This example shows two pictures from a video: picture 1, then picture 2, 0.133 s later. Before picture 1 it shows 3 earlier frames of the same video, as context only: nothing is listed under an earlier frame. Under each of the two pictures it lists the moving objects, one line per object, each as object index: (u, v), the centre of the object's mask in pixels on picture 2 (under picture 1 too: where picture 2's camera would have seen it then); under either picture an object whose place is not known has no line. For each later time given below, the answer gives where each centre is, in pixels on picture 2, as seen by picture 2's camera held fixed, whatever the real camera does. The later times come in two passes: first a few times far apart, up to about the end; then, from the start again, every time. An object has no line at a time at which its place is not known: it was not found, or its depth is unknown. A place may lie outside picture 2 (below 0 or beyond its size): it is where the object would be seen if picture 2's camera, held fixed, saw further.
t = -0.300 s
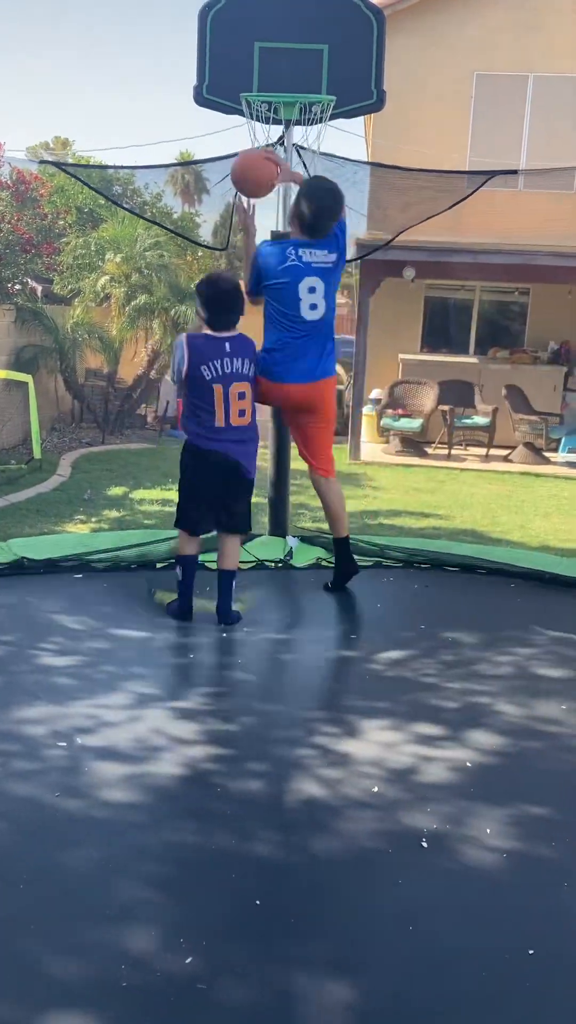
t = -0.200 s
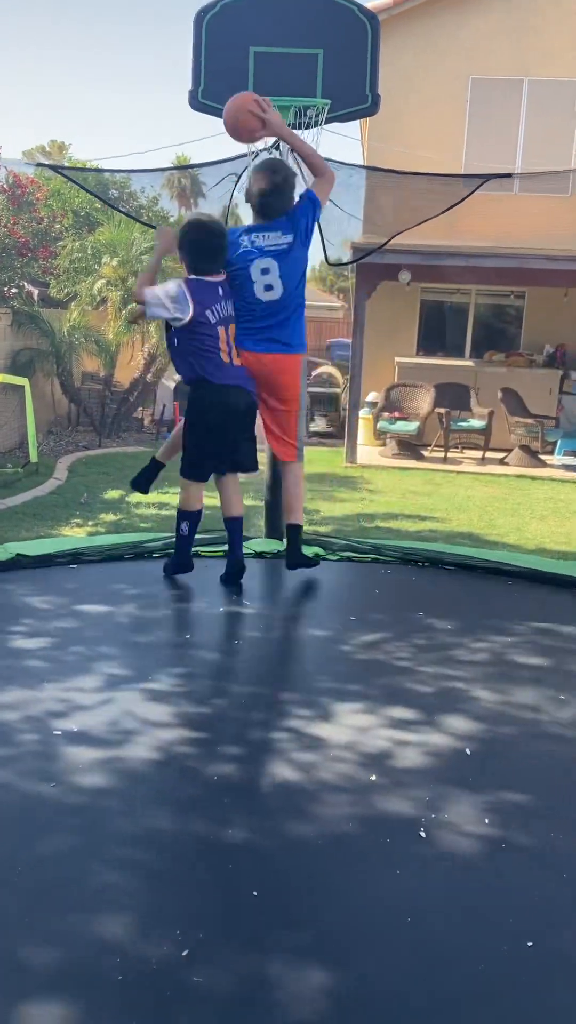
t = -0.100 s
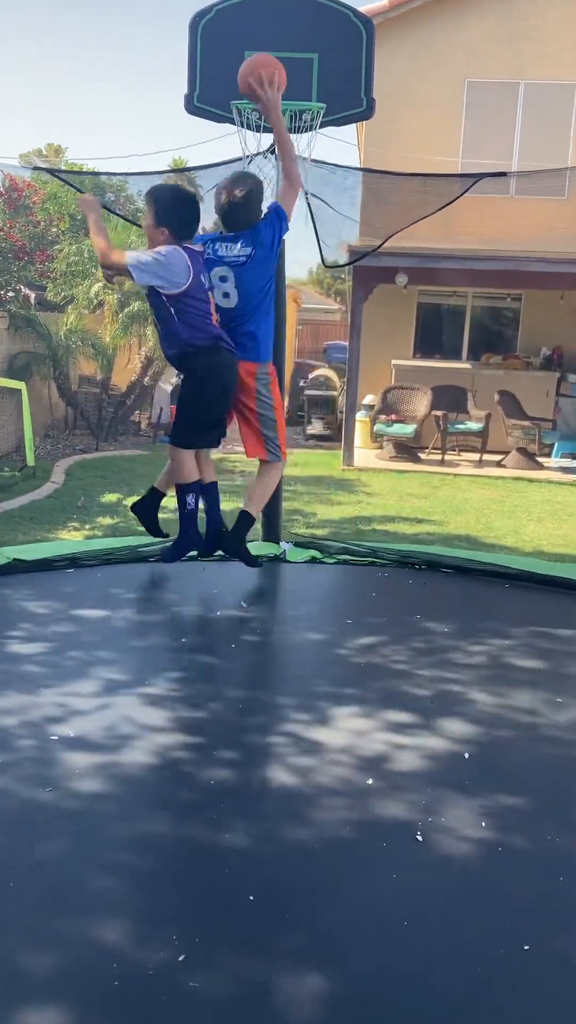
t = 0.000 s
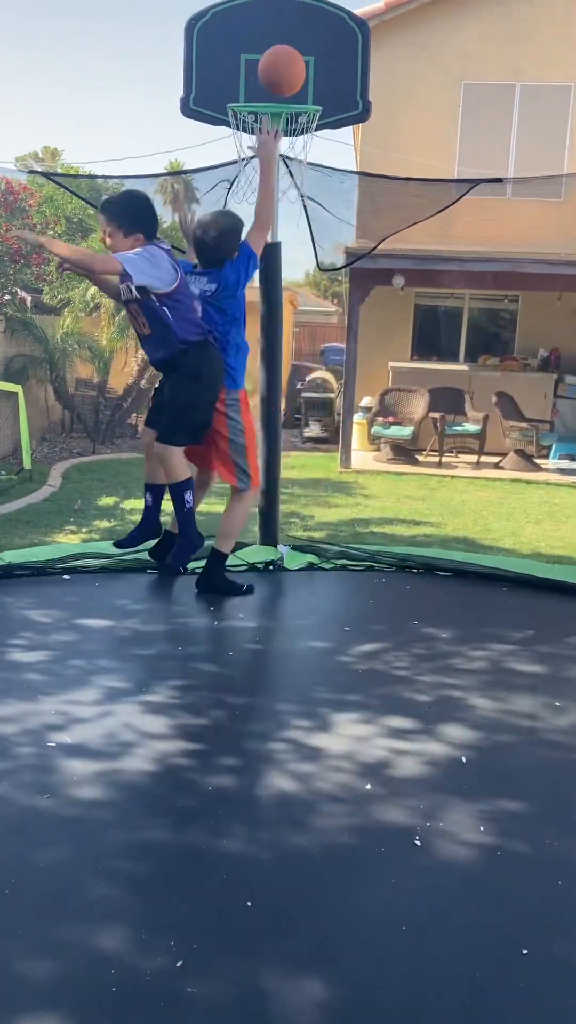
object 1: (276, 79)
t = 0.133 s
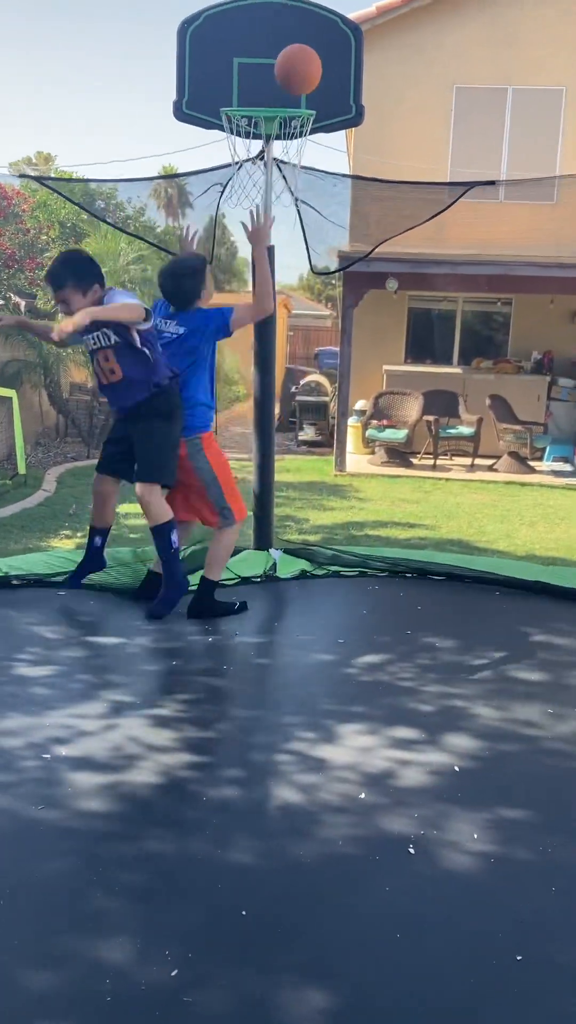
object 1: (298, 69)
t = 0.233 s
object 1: (315, 92)
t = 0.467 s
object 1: (375, 193)
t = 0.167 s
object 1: (304, 76)
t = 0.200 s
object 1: (309, 84)
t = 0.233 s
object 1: (315, 92)
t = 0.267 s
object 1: (322, 96)
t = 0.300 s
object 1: (330, 103)
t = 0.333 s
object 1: (339, 115)
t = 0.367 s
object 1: (349, 131)
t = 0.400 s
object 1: (359, 149)
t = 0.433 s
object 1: (367, 169)
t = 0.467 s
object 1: (375, 193)
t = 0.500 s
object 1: (382, 221)
